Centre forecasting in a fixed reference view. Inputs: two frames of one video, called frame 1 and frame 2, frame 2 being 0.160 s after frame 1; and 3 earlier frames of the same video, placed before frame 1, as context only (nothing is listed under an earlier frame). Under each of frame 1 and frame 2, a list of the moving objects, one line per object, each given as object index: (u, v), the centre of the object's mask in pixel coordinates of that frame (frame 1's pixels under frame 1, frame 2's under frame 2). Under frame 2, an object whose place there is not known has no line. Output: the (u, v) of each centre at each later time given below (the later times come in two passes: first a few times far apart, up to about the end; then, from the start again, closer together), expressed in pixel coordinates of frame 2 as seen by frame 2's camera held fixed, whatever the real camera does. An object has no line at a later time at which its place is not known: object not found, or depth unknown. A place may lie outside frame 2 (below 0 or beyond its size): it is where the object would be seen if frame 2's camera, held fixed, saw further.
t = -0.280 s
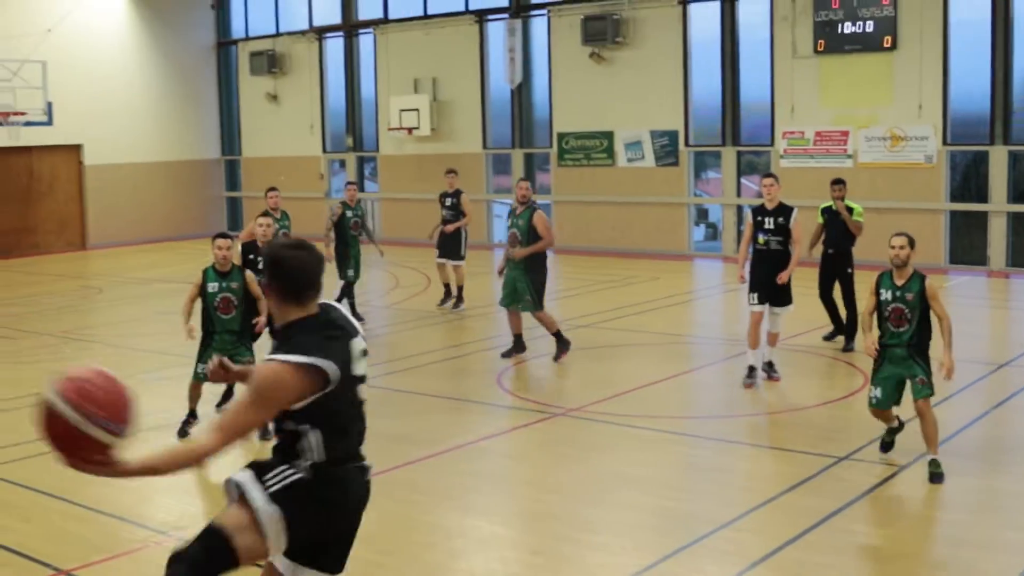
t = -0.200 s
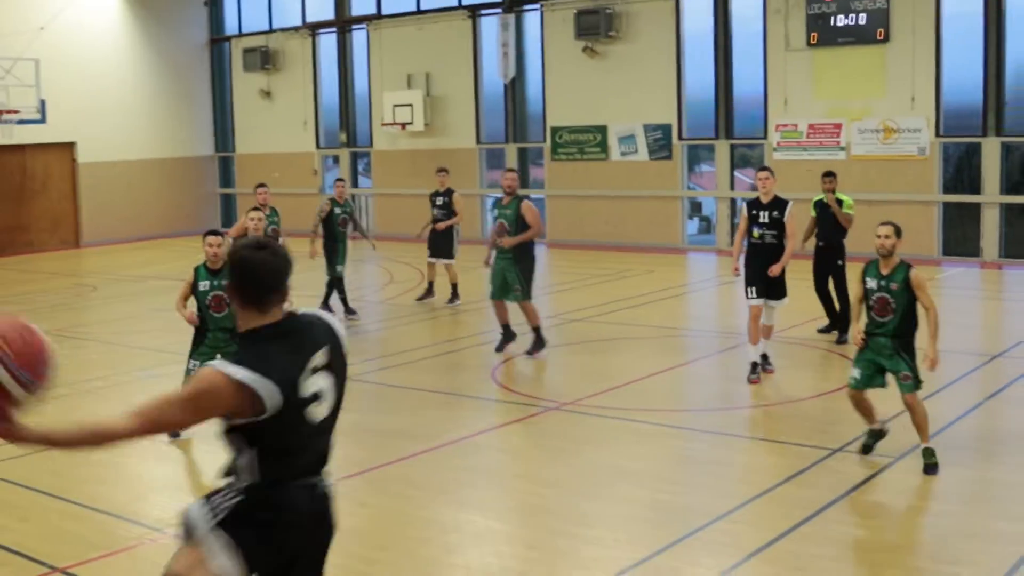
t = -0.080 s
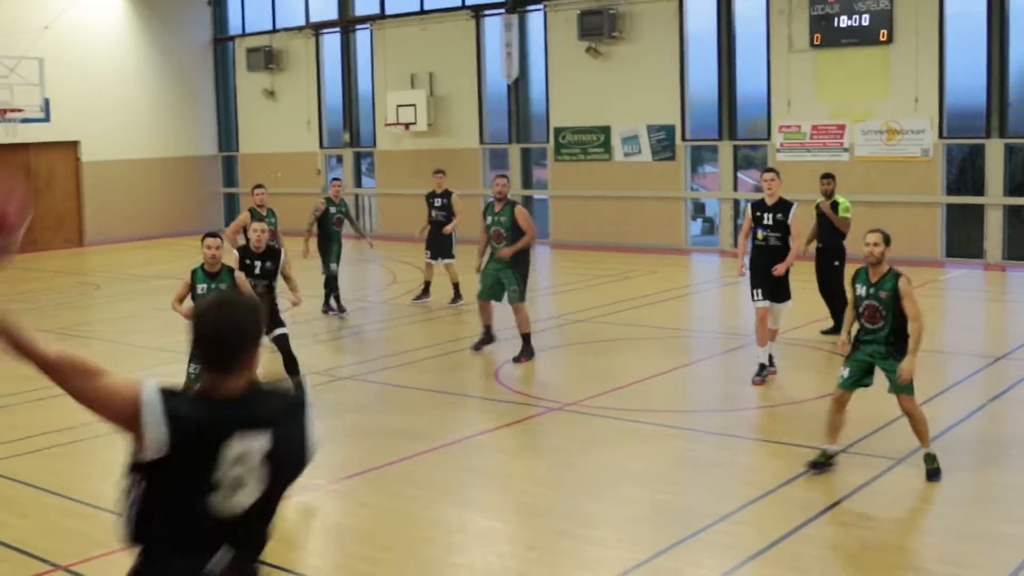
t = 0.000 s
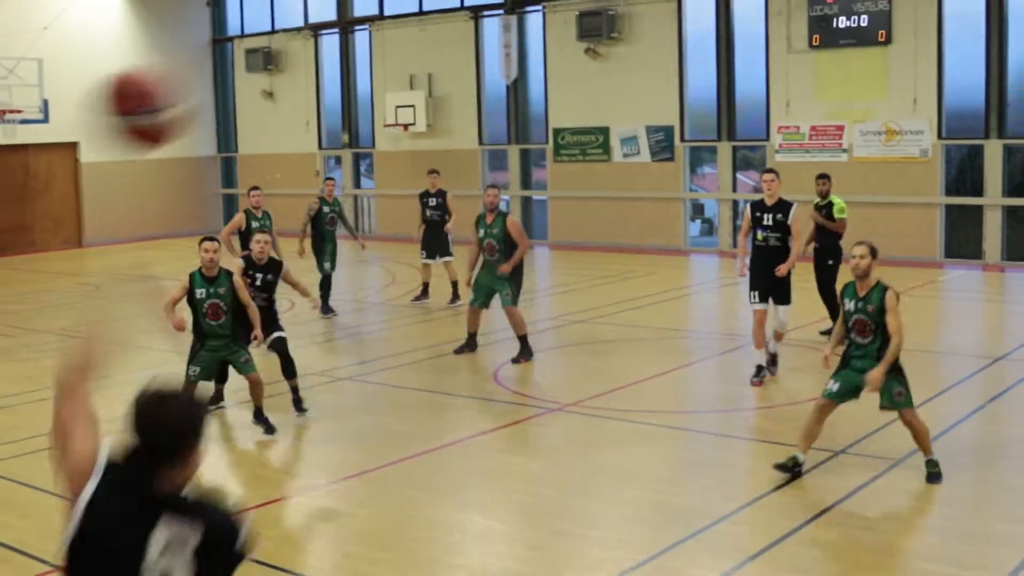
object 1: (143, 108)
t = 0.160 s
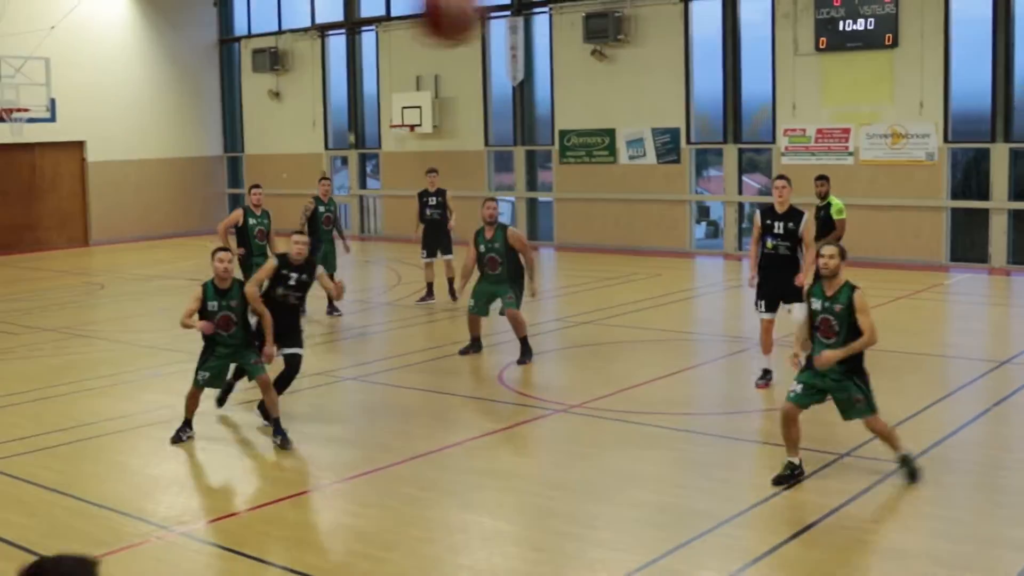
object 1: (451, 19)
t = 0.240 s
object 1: (558, 13)
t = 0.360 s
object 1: (681, 18)
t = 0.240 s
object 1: (558, 13)
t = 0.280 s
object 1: (608, 14)
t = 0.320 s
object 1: (645, 16)
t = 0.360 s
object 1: (681, 18)
